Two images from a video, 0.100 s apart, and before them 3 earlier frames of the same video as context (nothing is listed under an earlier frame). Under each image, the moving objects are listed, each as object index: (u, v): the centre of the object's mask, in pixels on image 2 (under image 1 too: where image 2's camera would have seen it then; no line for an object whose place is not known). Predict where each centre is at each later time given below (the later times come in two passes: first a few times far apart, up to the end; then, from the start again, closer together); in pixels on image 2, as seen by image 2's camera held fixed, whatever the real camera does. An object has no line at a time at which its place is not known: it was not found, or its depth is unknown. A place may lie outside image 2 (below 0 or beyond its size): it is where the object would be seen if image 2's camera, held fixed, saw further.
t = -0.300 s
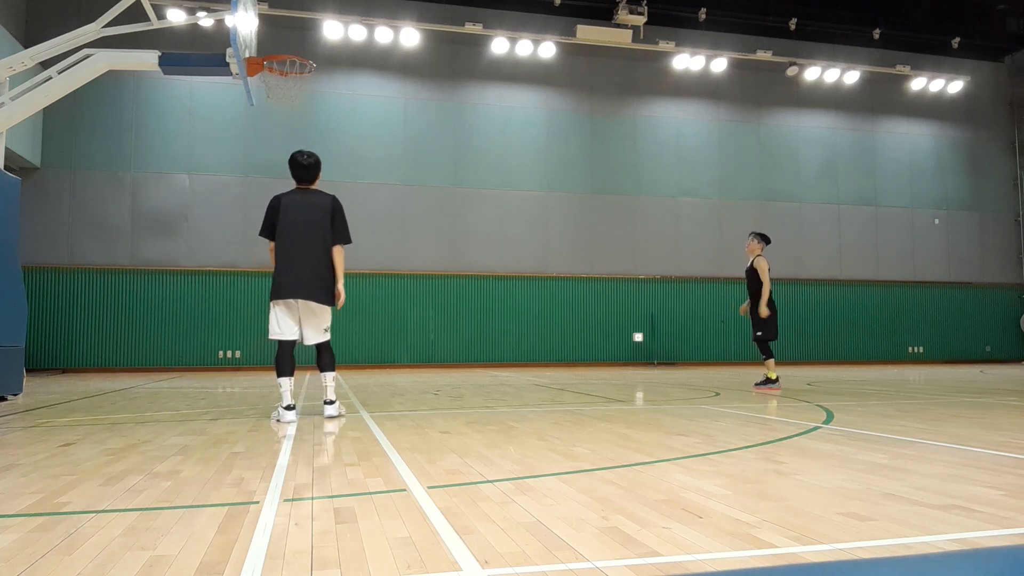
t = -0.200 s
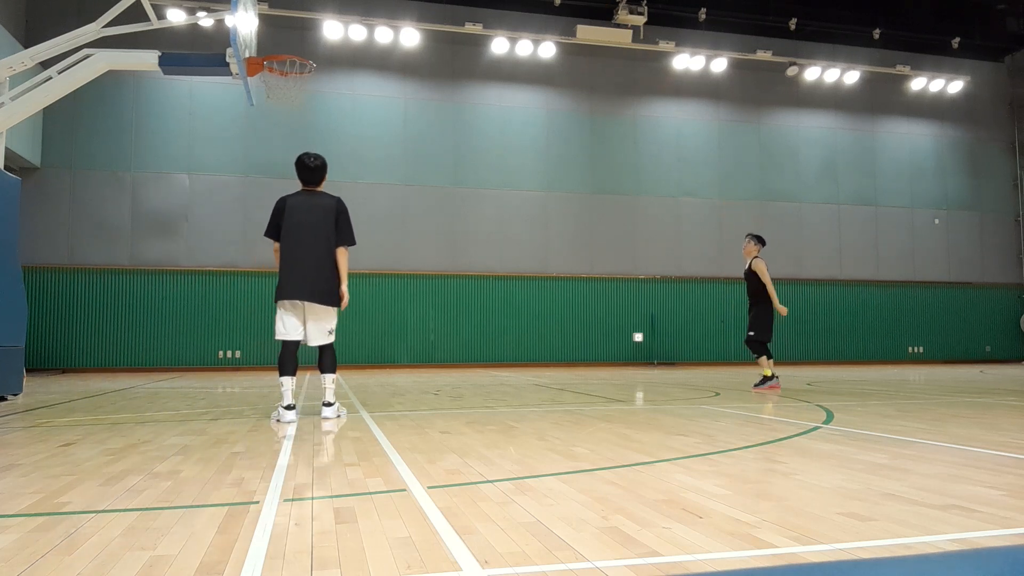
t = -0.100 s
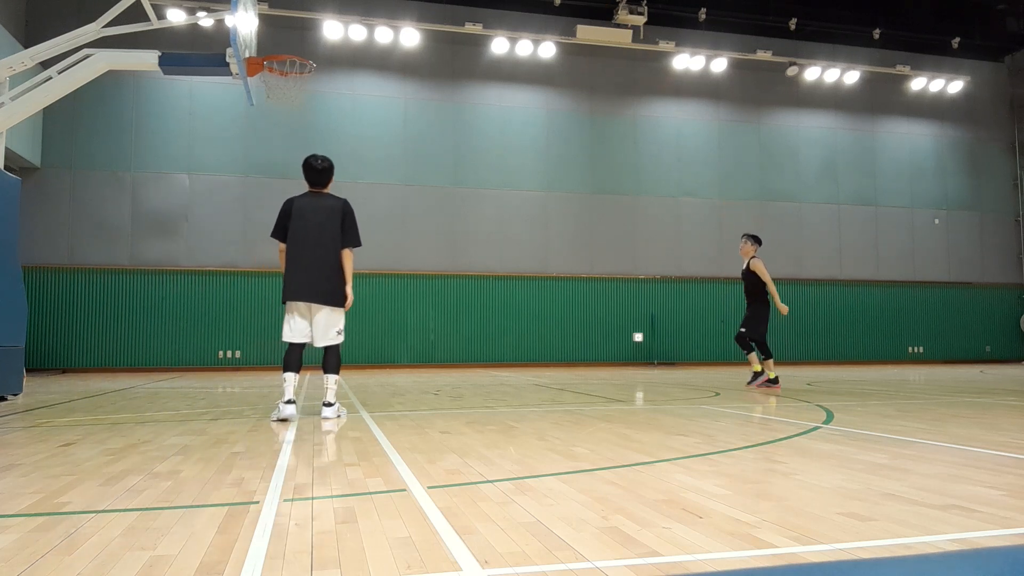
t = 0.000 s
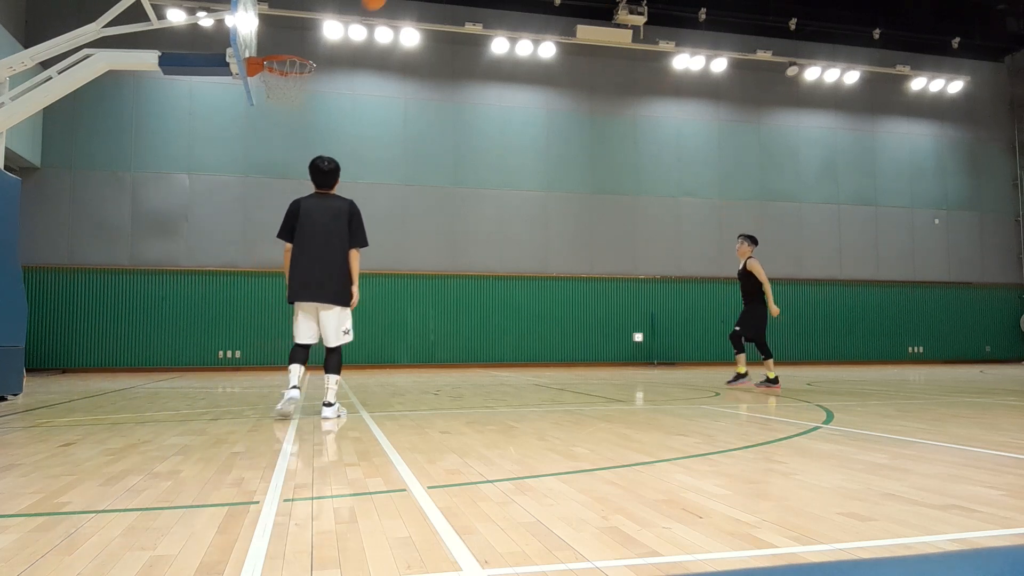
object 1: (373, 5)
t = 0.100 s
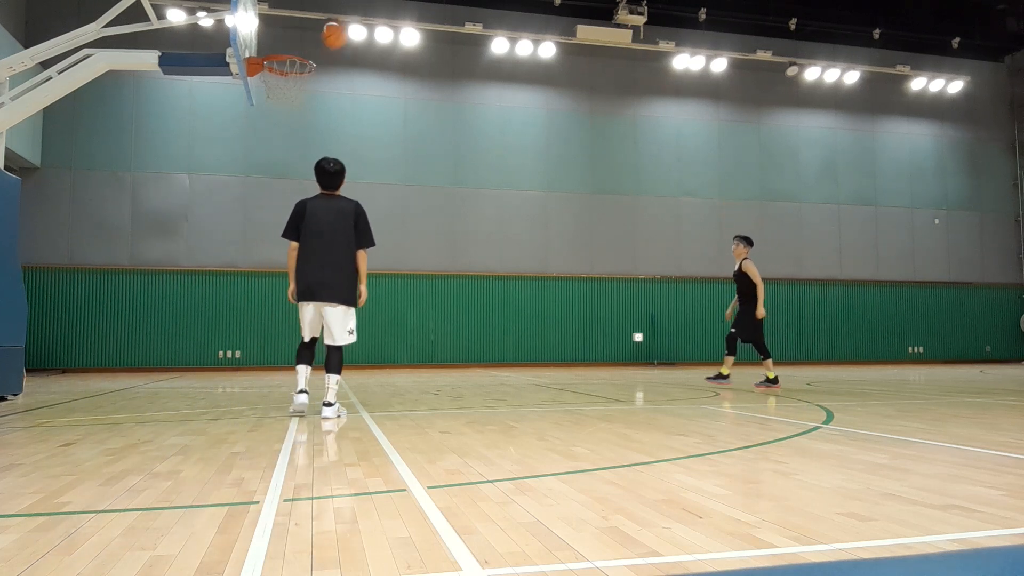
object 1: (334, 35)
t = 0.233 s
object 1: (349, 52)
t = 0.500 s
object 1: (459, 80)
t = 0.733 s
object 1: (568, 183)
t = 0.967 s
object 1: (694, 376)
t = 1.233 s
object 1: (804, 236)
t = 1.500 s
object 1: (926, 138)
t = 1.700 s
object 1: (1015, 130)
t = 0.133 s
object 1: (322, 51)
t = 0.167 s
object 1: (323, 56)
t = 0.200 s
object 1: (336, 54)
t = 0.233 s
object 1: (349, 52)
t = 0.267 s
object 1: (362, 52)
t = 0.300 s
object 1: (375, 53)
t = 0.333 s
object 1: (389, 55)
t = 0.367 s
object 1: (403, 58)
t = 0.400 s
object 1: (417, 61)
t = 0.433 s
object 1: (430, 66)
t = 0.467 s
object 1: (445, 73)
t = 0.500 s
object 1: (459, 80)
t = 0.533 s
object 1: (473, 90)
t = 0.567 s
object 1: (489, 103)
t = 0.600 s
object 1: (504, 116)
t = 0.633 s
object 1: (519, 130)
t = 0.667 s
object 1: (535, 146)
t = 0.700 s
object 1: (551, 164)
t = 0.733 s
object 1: (568, 183)
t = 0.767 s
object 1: (584, 203)
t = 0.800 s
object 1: (602, 227)
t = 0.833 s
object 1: (619, 252)
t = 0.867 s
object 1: (637, 280)
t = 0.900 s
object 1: (655, 310)
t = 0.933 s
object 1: (674, 341)
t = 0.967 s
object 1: (694, 376)
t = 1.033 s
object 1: (724, 362)
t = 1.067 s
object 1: (736, 340)
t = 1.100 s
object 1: (749, 318)
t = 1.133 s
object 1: (762, 296)
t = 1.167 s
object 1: (775, 275)
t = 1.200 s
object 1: (789, 255)
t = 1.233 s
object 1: (804, 236)
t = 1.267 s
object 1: (818, 219)
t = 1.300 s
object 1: (833, 203)
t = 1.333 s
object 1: (848, 189)
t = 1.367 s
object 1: (862, 176)
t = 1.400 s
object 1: (878, 164)
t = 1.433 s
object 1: (893, 154)
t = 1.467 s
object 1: (909, 145)
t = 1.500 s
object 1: (926, 138)
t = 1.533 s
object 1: (943, 132)
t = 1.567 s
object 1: (960, 128)
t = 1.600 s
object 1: (977, 126)
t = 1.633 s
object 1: (994, 126)
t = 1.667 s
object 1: (1007, 127)
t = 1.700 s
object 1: (1015, 130)
